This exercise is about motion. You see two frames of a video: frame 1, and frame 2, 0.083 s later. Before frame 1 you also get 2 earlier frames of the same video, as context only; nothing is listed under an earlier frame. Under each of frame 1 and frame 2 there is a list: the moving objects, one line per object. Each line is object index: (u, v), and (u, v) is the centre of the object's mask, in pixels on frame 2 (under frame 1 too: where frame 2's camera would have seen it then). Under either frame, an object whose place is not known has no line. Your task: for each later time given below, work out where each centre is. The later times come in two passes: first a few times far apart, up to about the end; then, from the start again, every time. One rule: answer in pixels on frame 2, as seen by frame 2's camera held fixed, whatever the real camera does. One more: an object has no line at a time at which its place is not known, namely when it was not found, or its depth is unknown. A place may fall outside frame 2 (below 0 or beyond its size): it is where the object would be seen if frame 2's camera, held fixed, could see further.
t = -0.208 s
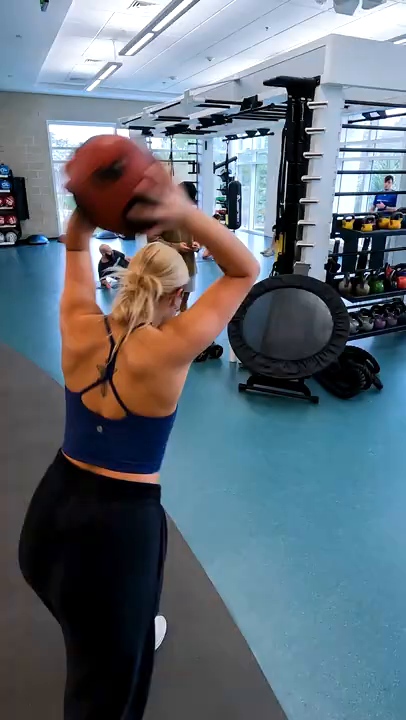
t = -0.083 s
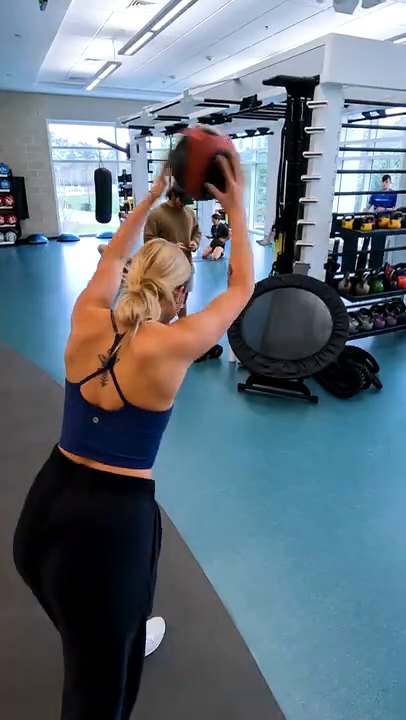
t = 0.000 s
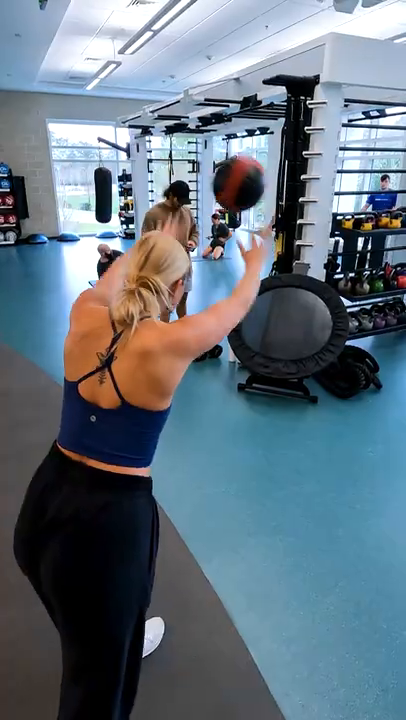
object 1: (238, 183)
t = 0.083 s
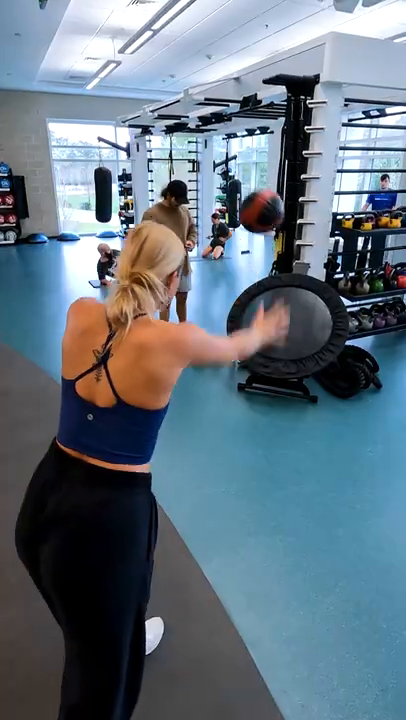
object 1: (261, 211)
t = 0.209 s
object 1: (281, 258)
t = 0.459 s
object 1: (290, 305)
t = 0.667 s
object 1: (266, 250)
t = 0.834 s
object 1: (224, 238)
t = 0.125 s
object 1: (269, 226)
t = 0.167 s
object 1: (276, 243)
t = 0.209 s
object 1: (281, 258)
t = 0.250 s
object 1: (286, 274)
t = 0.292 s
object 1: (288, 289)
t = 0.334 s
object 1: (291, 306)
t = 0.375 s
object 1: (294, 324)
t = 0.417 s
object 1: (293, 322)
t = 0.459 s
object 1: (290, 305)
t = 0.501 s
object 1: (287, 291)
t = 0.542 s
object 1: (283, 280)
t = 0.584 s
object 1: (278, 268)
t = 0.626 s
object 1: (273, 258)
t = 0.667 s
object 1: (266, 250)
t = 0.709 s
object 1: (258, 243)
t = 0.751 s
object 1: (248, 238)
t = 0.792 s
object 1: (237, 236)
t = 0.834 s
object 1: (224, 238)
